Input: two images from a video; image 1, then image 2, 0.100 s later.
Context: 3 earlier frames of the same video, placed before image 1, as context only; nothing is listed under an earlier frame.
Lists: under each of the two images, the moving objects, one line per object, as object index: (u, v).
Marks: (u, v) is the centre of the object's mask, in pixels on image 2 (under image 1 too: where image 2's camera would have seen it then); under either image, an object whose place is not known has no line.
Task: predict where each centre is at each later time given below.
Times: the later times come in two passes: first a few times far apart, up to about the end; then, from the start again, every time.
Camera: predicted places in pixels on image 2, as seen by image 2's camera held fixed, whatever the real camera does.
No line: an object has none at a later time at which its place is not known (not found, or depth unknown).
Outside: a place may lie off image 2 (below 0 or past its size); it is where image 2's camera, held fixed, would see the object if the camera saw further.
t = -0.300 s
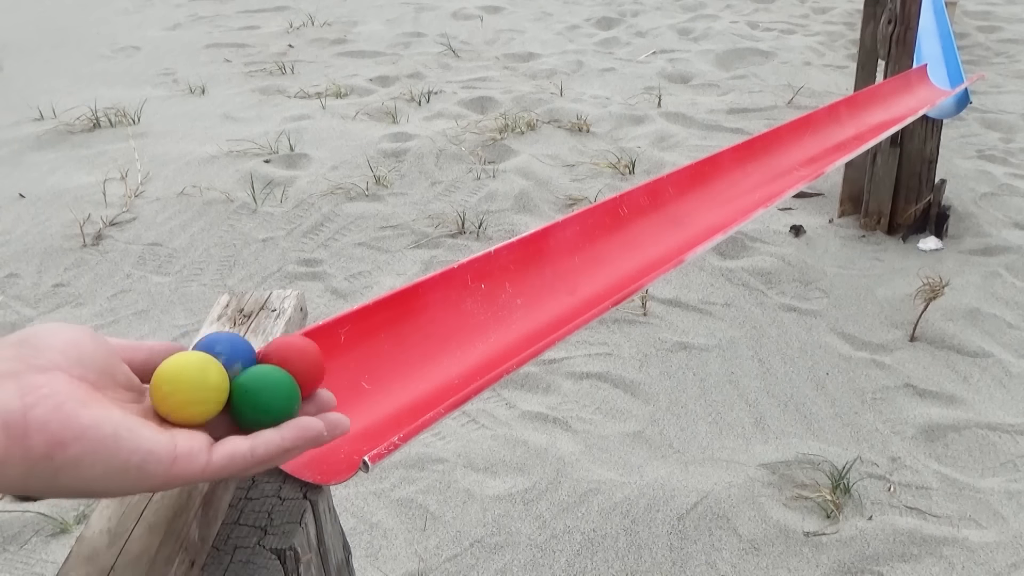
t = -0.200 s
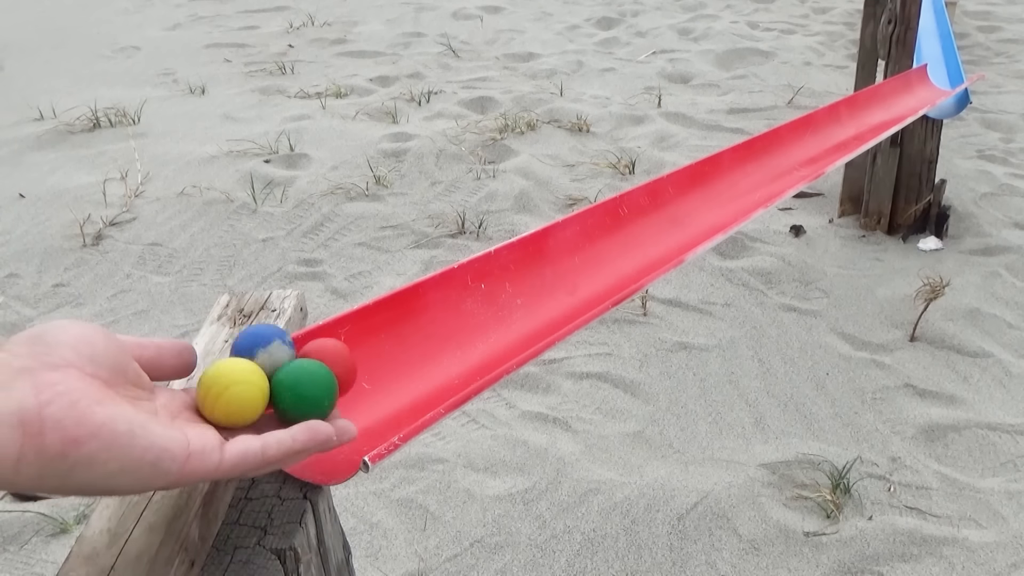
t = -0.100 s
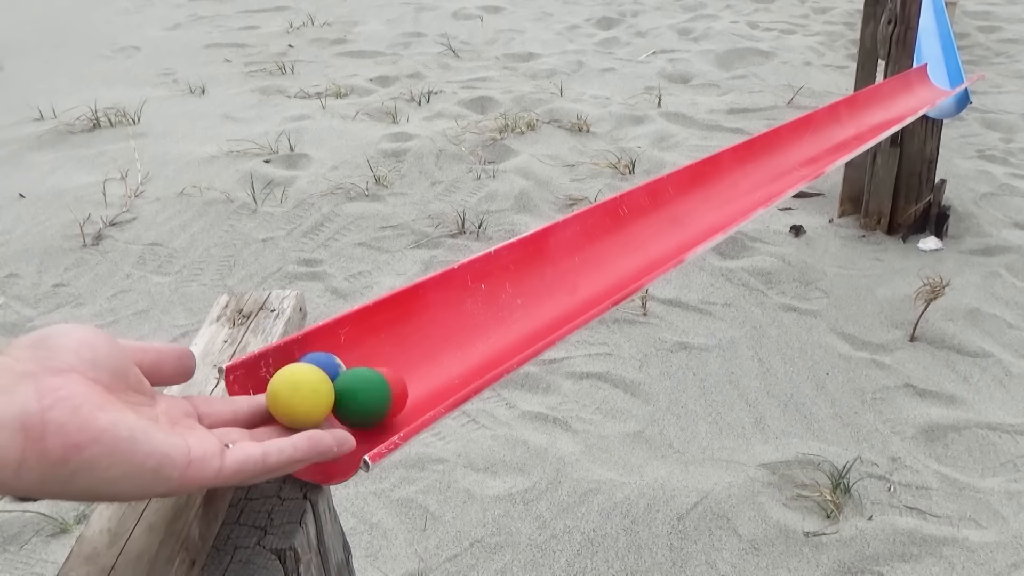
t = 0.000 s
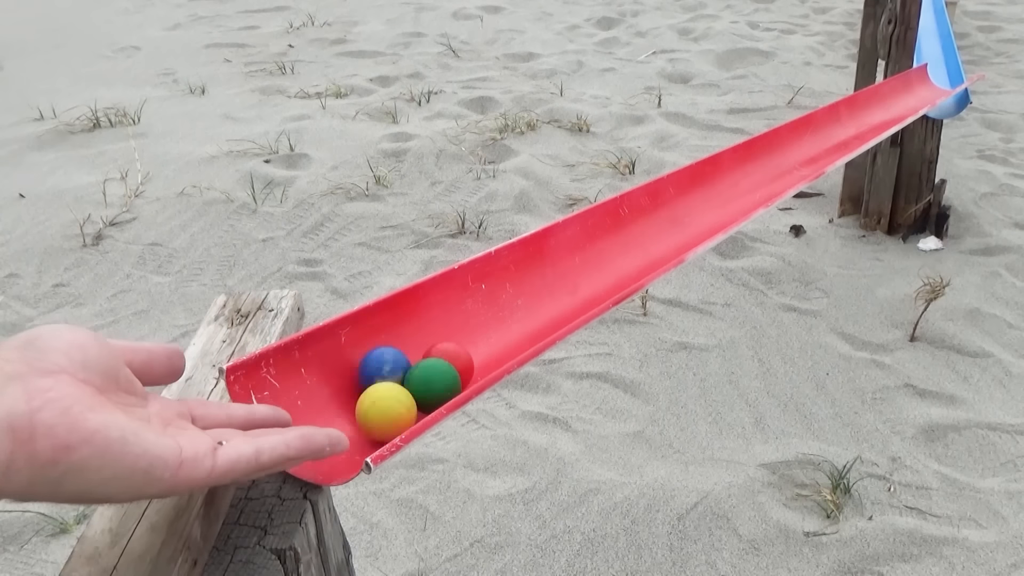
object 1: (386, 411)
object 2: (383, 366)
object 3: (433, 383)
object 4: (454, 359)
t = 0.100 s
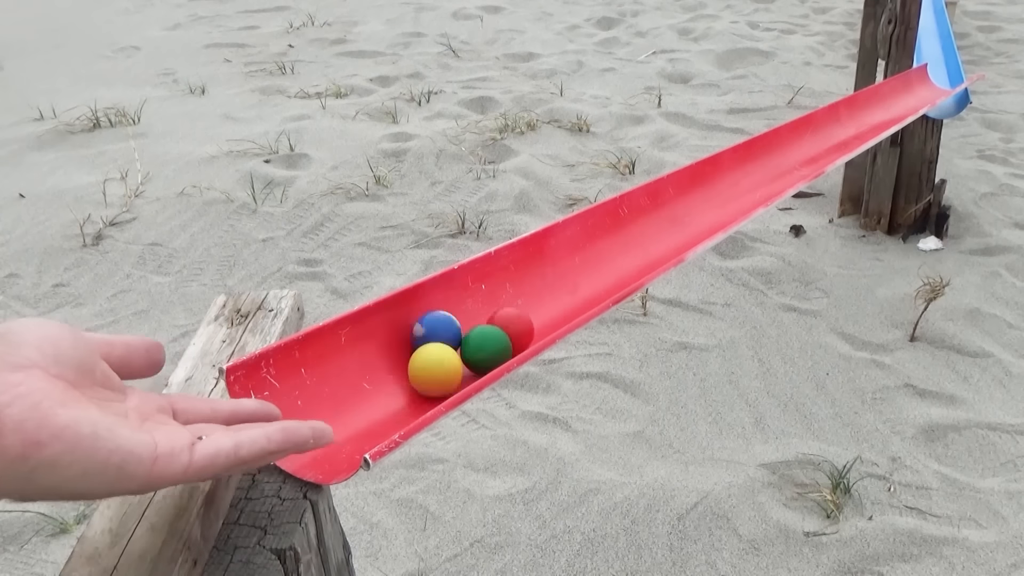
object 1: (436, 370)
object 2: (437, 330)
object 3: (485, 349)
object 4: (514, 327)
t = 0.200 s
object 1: (486, 331)
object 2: (493, 294)
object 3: (535, 309)
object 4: (566, 295)
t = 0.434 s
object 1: (621, 267)
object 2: (656, 252)
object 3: (674, 230)
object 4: (694, 221)
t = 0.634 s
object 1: (689, 218)
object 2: (709, 192)
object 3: (768, 182)
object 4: (784, 170)
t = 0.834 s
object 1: (775, 178)
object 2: (817, 157)
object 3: (832, 138)
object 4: (852, 131)
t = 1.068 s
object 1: (848, 136)
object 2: (874, 117)
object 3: (910, 103)
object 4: (919, 95)
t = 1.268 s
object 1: (899, 106)
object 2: (931, 91)
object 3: (947, 79)
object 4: (958, 76)
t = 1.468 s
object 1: (944, 83)
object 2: (951, 61)
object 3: (923, 50)
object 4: (922, 39)
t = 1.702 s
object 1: (922, 50)
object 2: (922, 30)
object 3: (932, 18)
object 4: (929, 9)
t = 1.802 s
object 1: (926, 42)
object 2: (931, 18)
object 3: (925, 7)
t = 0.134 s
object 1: (452, 356)
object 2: (454, 316)
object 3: (501, 337)
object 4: (533, 318)
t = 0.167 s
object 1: (468, 343)
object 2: (472, 304)
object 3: (517, 323)
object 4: (549, 304)
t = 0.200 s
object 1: (486, 331)
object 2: (493, 294)
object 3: (535, 309)
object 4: (566, 295)
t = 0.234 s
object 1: (504, 322)
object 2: (515, 289)
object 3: (553, 295)
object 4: (583, 281)
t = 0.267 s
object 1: (525, 313)
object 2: (544, 287)
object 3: (573, 281)
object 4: (601, 272)
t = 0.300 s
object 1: (546, 304)
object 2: (574, 287)
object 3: (591, 266)
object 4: (618, 260)
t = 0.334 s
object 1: (567, 295)
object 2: (600, 281)
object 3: (608, 255)
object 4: (637, 248)
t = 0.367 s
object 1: (587, 285)
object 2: (622, 270)
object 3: (628, 245)
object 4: (656, 240)
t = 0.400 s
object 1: (605, 277)
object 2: (641, 261)
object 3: (651, 237)
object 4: (675, 230)
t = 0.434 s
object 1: (621, 267)
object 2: (656, 252)
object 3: (674, 230)
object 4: (694, 221)
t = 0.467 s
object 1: (634, 259)
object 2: (668, 245)
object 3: (692, 224)
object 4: (712, 211)
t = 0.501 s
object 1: (645, 252)
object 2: (678, 239)
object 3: (709, 216)
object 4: (728, 203)
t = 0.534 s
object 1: (656, 243)
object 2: (686, 231)
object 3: (726, 208)
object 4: (744, 194)
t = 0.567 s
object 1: (667, 235)
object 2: (691, 219)
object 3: (741, 198)
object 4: (758, 185)
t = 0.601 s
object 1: (677, 226)
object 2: (699, 203)
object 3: (755, 190)
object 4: (771, 178)
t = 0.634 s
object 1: (689, 218)
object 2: (709, 192)
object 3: (768, 182)
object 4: (784, 170)
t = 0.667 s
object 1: (702, 210)
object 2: (722, 184)
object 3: (778, 174)
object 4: (795, 163)
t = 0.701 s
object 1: (716, 204)
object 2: (739, 179)
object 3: (788, 167)
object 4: (806, 157)
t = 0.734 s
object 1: (731, 197)
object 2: (757, 176)
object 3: (798, 158)
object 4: (817, 148)
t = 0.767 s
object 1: (746, 191)
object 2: (778, 172)
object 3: (808, 151)
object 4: (829, 143)
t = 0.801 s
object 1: (761, 184)
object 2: (799, 166)
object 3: (820, 145)
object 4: (841, 137)
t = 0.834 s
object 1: (775, 178)
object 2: (817, 157)
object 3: (832, 138)
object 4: (852, 131)
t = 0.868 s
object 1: (788, 170)
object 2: (833, 150)
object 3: (845, 132)
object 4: (863, 128)
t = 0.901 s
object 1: (800, 164)
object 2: (844, 143)
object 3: (859, 127)
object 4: (874, 123)
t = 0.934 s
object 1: (811, 158)
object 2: (852, 139)
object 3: (871, 123)
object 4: (886, 118)
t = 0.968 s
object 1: (821, 153)
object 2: (858, 135)
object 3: (882, 118)
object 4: (895, 112)
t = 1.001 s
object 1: (830, 147)
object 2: (864, 130)
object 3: (893, 113)
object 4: (903, 106)
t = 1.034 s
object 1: (839, 141)
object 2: (868, 124)
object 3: (902, 108)
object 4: (912, 100)
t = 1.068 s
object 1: (848, 136)
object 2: (874, 117)
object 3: (910, 103)
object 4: (919, 95)
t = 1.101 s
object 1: (856, 130)
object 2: (880, 111)
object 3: (917, 98)
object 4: (925, 91)
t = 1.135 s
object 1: (865, 124)
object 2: (888, 105)
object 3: (923, 95)
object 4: (931, 88)
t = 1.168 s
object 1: (873, 118)
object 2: (897, 101)
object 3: (929, 90)
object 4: (939, 85)
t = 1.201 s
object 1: (881, 114)
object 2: (908, 97)
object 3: (935, 86)
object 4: (946, 82)
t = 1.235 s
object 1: (890, 110)
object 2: (919, 95)
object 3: (941, 82)
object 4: (954, 79)
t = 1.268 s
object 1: (899, 106)
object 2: (931, 91)
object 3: (947, 79)
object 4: (958, 76)
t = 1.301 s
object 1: (906, 102)
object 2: (942, 86)
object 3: (952, 77)
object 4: (947, 69)
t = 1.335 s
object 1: (915, 98)
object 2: (950, 82)
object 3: (942, 74)
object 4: (936, 69)
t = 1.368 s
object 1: (922, 94)
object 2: (958, 78)
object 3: (937, 71)
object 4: (930, 60)
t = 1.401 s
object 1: (930, 90)
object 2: (958, 70)
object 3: (932, 63)
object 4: (924, 54)
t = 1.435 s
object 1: (937, 87)
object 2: (955, 63)
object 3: (924, 56)
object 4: (922, 45)
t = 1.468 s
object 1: (944, 83)
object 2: (951, 61)
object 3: (923, 50)
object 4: (922, 39)
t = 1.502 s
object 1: (950, 80)
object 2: (946, 62)
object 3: (922, 45)
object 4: (923, 35)
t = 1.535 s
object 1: (954, 77)
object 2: (935, 60)
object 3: (923, 42)
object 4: (925, 32)
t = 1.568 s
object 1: (946, 78)
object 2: (926, 53)
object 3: (925, 39)
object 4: (927, 28)
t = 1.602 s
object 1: (937, 74)
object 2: (922, 44)
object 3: (929, 33)
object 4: (930, 23)
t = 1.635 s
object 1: (931, 66)
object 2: (920, 36)
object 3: (932, 29)
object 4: (931, 18)
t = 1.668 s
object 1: (924, 57)
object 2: (922, 32)
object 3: (933, 22)
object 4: (931, 13)
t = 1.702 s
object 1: (922, 50)
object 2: (922, 30)
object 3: (932, 18)
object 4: (929, 9)
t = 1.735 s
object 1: (922, 46)
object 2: (923, 28)
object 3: (929, 15)
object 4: (927, 5)
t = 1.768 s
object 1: (923, 44)
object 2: (927, 25)
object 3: (926, 12)
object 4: (925, 3)
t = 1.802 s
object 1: (926, 42)
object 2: (931, 18)
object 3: (925, 7)
